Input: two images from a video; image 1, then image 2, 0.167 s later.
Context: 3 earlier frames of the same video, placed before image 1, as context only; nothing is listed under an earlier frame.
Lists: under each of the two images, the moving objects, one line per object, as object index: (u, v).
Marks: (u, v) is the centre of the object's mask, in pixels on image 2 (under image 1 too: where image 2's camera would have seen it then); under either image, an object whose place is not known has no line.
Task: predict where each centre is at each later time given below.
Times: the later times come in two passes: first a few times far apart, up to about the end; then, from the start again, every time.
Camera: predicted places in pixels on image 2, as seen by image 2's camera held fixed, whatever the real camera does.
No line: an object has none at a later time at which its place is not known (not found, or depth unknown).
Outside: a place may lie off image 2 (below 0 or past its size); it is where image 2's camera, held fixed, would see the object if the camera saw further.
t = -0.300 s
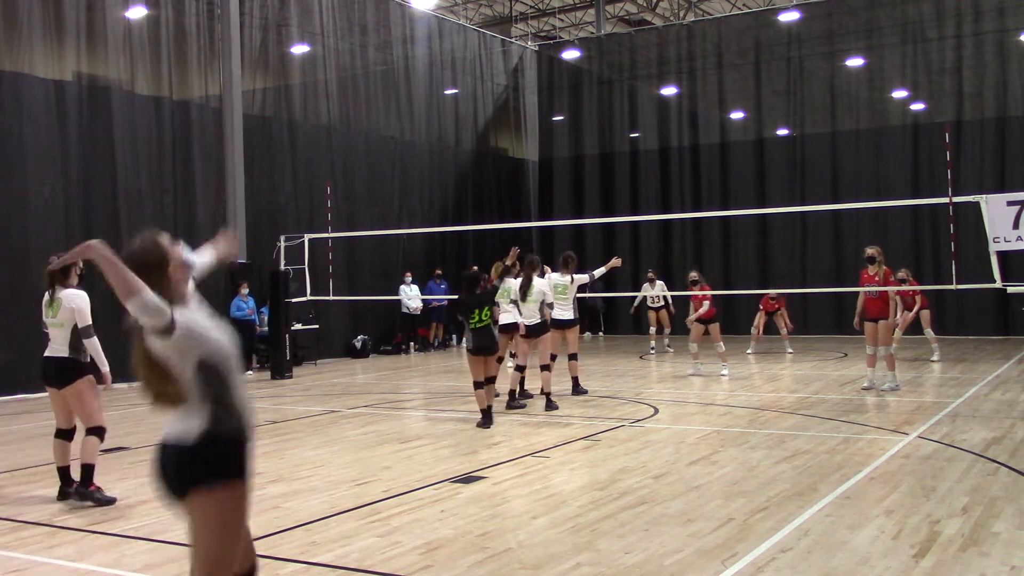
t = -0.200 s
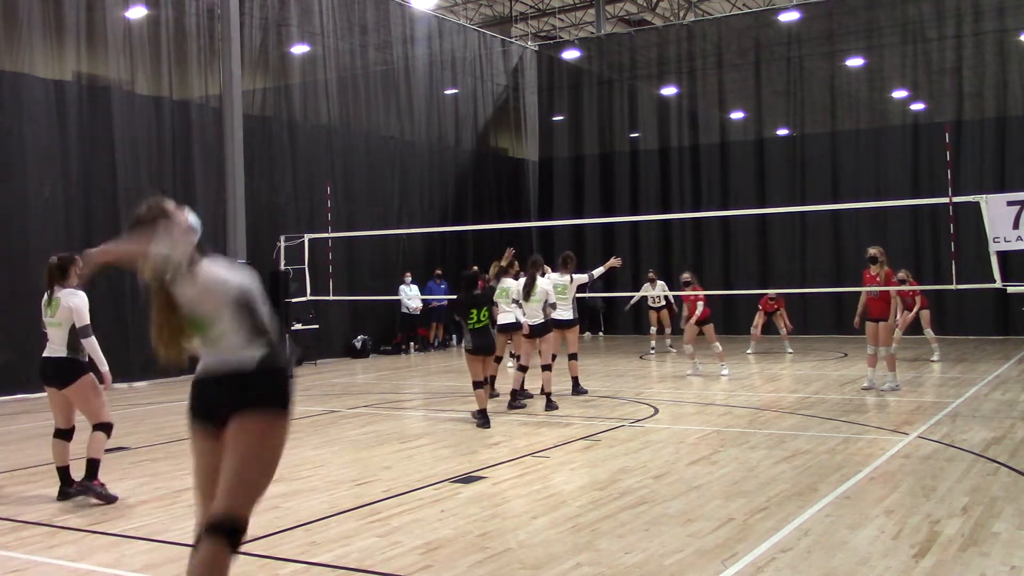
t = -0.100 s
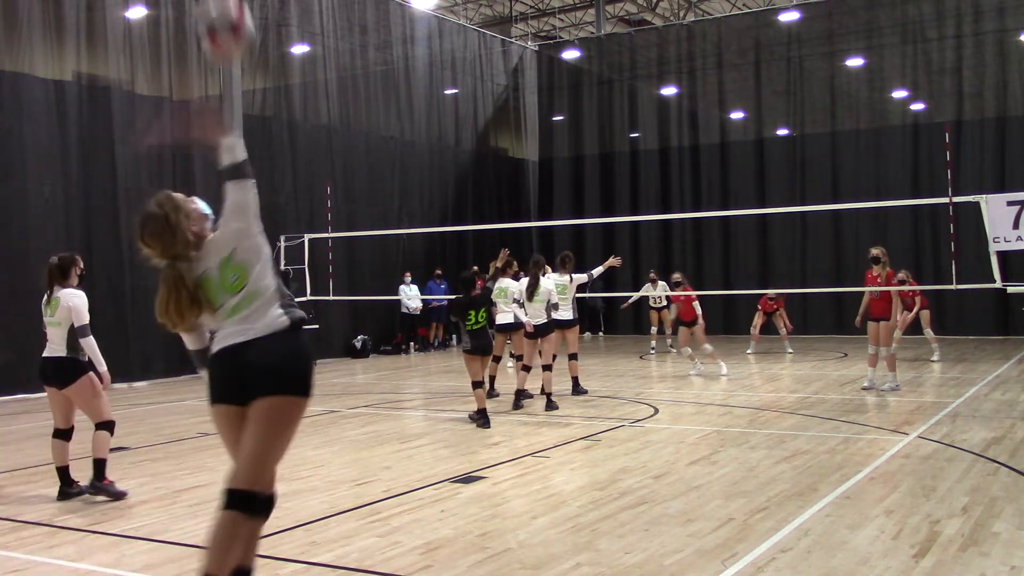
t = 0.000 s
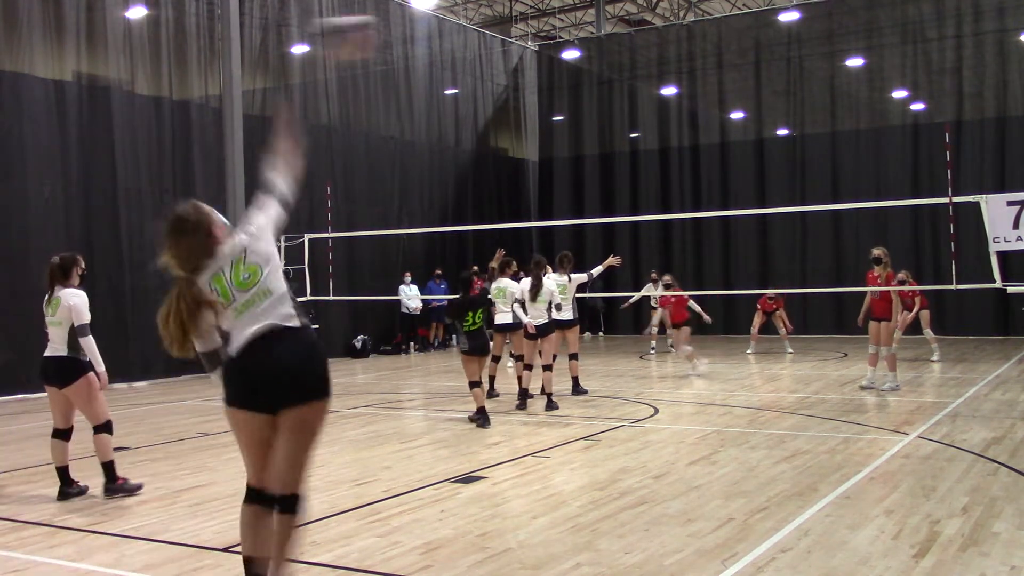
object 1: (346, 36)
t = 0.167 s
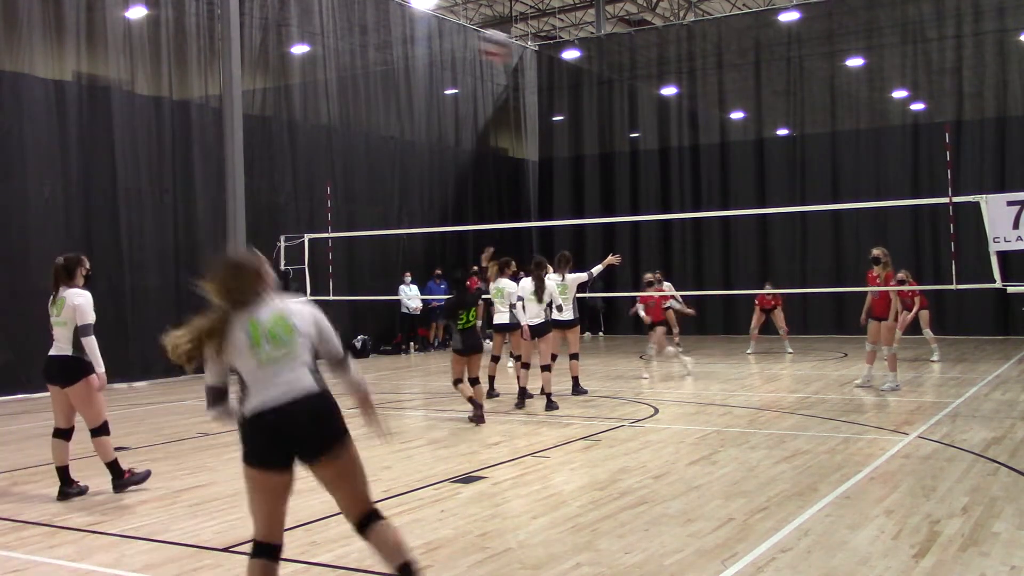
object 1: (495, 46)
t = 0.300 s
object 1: (562, 73)
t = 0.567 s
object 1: (639, 144)
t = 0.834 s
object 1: (679, 232)
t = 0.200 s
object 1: (515, 52)
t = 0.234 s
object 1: (532, 57)
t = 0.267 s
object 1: (548, 65)
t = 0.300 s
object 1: (562, 73)
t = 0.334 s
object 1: (575, 80)
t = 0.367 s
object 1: (587, 87)
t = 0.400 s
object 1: (598, 96)
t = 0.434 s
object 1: (607, 105)
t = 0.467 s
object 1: (616, 114)
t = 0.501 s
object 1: (624, 123)
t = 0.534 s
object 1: (632, 133)
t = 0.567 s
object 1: (639, 144)
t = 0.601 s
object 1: (645, 155)
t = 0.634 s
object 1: (651, 165)
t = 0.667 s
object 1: (657, 175)
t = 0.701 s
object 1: (662, 186)
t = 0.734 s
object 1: (667, 198)
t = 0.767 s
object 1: (671, 206)
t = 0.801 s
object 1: (675, 221)
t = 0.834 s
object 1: (679, 232)
